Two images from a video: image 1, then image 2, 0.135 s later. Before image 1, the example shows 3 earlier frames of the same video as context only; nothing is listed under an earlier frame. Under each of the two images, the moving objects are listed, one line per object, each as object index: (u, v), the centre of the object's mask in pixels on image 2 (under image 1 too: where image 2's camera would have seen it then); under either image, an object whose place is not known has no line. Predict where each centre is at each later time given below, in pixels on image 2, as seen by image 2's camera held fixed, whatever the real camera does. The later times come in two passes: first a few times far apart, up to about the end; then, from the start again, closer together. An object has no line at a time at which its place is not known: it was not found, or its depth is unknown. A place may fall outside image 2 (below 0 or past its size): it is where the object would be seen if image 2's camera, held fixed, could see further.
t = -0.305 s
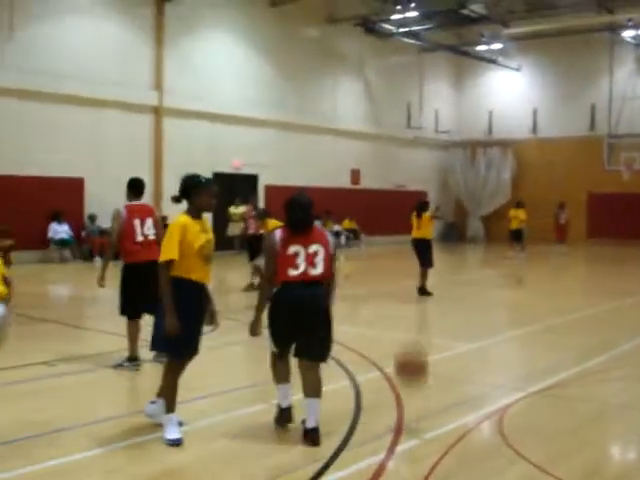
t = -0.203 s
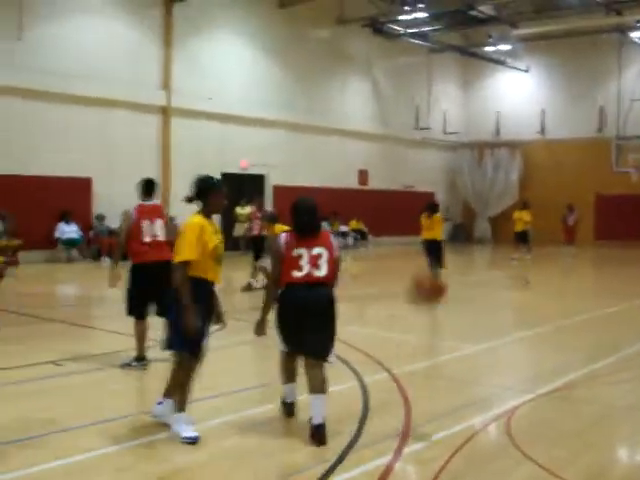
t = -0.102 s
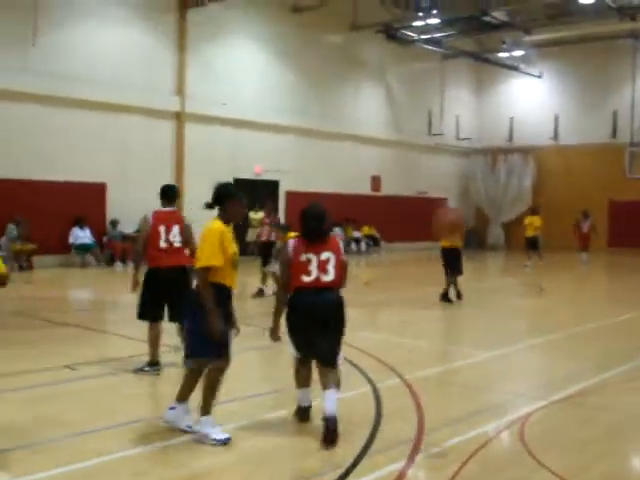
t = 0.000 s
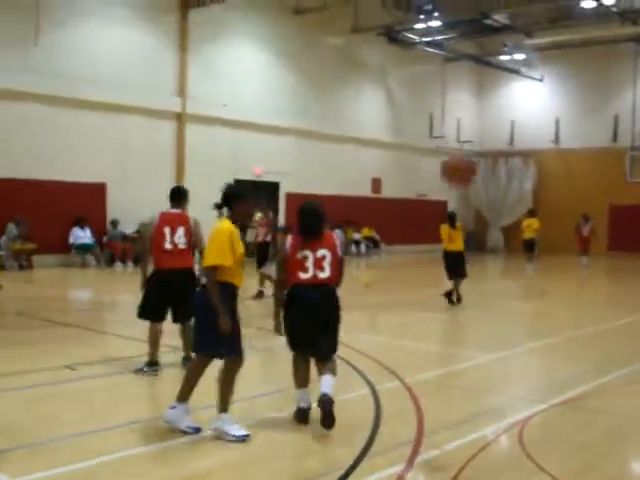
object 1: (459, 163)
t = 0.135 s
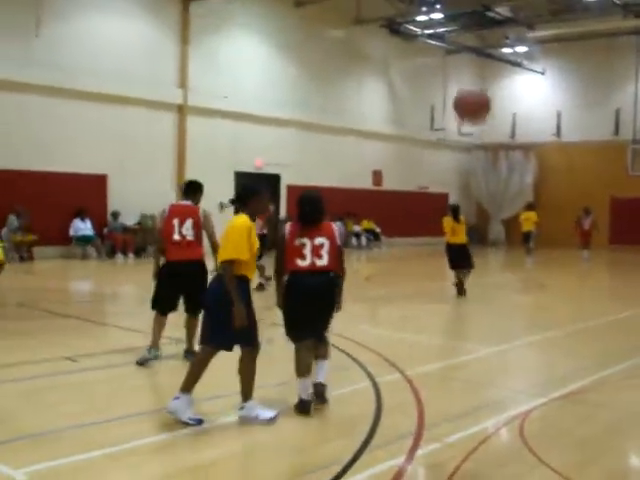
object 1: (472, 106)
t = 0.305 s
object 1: (486, 72)
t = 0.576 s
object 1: (508, 115)
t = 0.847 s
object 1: (523, 290)
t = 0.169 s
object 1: (475, 95)
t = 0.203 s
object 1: (478, 88)
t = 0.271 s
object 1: (483, 75)
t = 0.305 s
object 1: (486, 72)
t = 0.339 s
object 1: (488, 71)
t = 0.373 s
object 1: (491, 71)
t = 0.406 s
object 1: (493, 73)
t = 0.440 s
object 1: (496, 76)
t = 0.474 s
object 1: (498, 83)
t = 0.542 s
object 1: (505, 102)
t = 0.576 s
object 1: (508, 115)
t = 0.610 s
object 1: (510, 129)
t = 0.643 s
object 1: (513, 145)
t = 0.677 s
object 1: (515, 161)
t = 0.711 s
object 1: (517, 186)
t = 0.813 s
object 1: (523, 260)
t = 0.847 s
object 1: (523, 290)
